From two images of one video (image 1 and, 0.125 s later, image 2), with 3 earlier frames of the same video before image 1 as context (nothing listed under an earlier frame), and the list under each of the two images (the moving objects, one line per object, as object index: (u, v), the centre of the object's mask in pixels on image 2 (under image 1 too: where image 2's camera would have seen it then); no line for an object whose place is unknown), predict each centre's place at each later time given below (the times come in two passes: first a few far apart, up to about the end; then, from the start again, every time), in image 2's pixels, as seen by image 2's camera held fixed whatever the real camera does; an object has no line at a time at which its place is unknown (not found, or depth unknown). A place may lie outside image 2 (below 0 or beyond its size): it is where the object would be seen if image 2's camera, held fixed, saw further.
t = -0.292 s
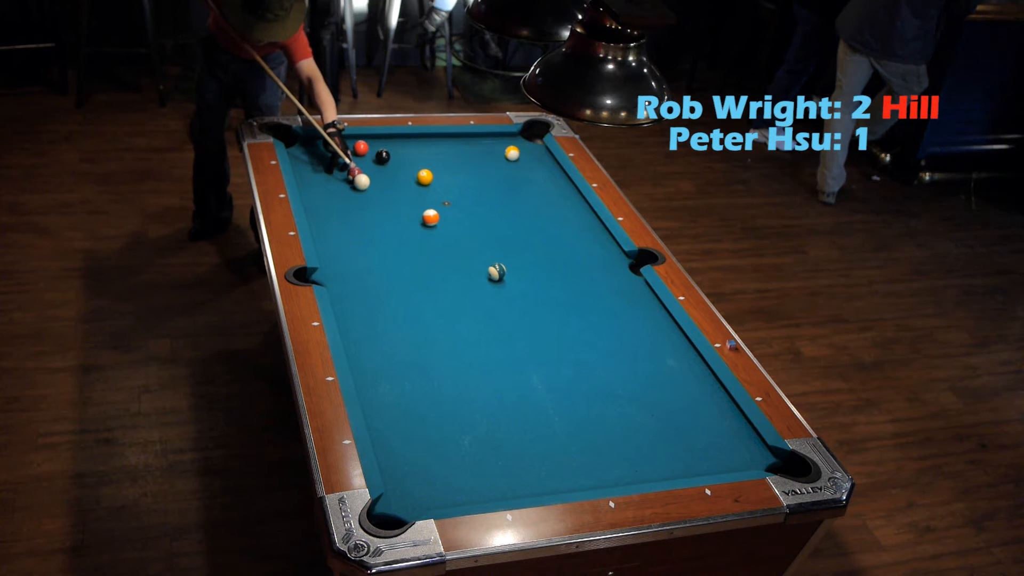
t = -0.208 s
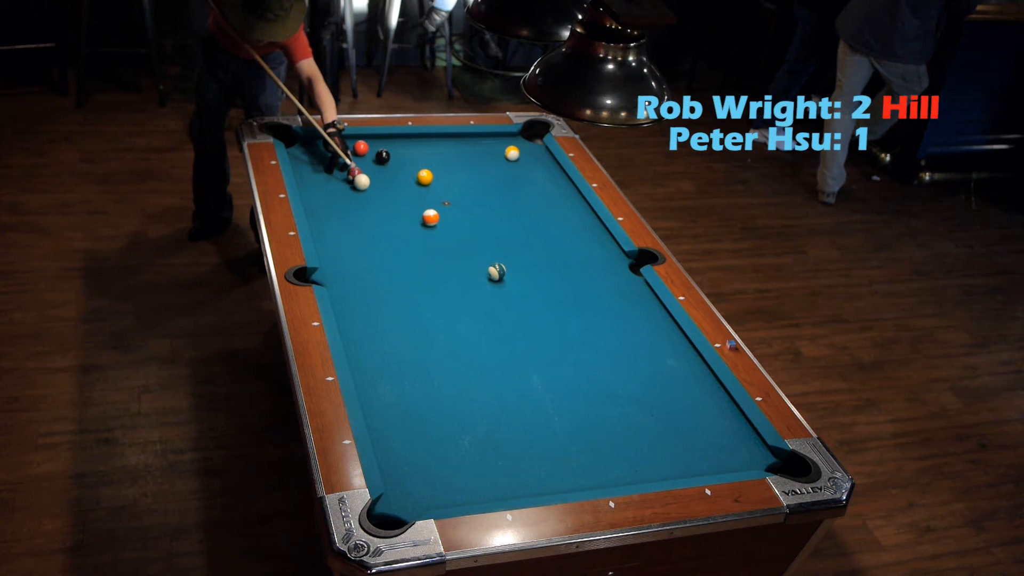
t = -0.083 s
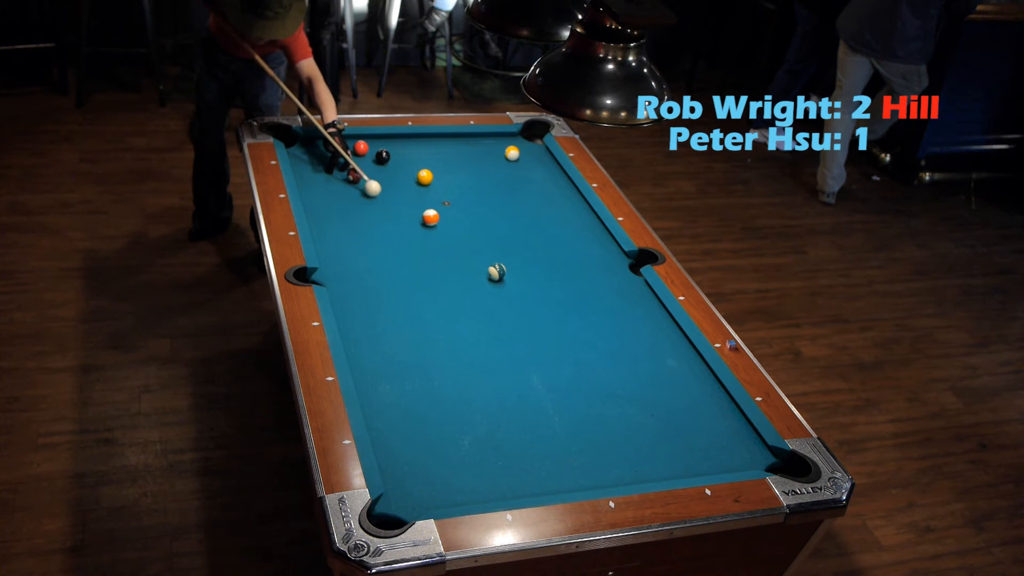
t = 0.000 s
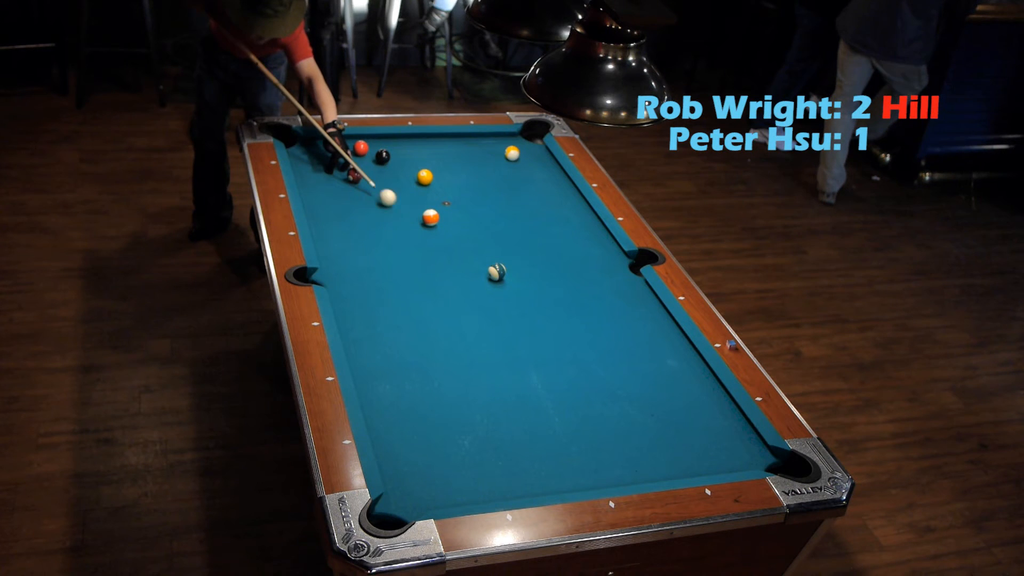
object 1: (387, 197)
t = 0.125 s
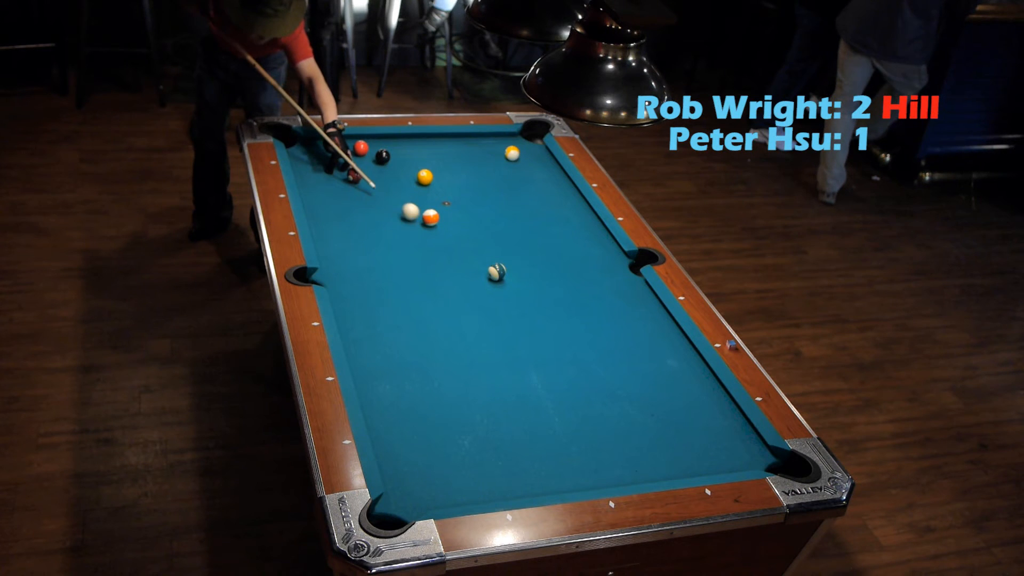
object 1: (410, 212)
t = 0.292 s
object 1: (415, 224)
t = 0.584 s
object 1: (420, 247)
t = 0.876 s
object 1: (426, 270)
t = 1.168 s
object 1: (432, 293)
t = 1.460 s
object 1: (439, 316)
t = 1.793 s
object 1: (447, 342)
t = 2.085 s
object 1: (453, 365)
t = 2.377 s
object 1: (460, 387)
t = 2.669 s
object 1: (466, 409)
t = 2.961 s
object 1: (474, 430)
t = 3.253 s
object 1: (481, 450)
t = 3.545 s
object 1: (489, 470)
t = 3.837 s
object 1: (496, 487)
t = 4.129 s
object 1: (499, 491)
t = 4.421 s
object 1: (496, 486)
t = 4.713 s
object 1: (493, 482)
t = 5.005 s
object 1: (492, 478)
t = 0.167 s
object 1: (414, 215)
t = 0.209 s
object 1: (414, 218)
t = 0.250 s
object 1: (414, 222)
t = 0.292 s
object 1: (415, 224)
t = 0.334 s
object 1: (415, 228)
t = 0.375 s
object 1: (416, 231)
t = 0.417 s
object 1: (417, 234)
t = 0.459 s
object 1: (418, 237)
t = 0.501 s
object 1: (418, 241)
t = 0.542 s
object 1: (419, 244)
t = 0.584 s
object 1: (420, 247)
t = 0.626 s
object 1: (421, 250)
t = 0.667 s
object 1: (421, 254)
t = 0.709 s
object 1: (422, 257)
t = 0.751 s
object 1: (424, 260)
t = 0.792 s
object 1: (424, 263)
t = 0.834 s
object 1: (425, 267)
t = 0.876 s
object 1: (426, 270)
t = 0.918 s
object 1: (427, 273)
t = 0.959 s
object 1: (428, 276)
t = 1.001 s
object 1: (429, 279)
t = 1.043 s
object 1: (430, 283)
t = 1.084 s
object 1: (431, 286)
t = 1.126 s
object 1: (431, 289)
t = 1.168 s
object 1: (432, 293)
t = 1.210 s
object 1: (433, 296)
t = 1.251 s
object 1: (434, 299)
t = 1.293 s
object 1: (435, 303)
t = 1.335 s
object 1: (436, 306)
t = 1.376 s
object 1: (437, 309)
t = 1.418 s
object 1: (438, 312)
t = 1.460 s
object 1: (439, 316)
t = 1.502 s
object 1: (440, 319)
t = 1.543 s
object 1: (441, 322)
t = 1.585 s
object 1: (442, 325)
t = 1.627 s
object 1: (443, 329)
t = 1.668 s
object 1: (444, 332)
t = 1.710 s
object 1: (445, 336)
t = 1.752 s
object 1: (446, 339)
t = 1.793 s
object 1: (447, 342)
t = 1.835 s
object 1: (448, 345)
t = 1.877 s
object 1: (449, 348)
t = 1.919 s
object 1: (450, 352)
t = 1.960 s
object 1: (451, 355)
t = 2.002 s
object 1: (452, 358)
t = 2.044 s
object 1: (453, 361)
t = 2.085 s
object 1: (453, 365)
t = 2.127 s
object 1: (454, 368)
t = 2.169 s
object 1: (455, 371)
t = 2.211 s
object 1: (456, 374)
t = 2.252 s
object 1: (457, 377)
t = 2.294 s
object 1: (458, 380)
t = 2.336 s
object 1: (459, 384)
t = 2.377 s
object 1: (460, 387)
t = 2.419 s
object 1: (461, 390)
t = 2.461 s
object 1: (462, 393)
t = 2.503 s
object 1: (463, 396)
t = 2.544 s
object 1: (463, 400)
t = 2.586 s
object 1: (465, 403)
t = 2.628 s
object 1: (465, 406)
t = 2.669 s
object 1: (466, 409)
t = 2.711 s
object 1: (467, 412)
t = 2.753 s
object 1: (468, 415)
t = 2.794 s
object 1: (469, 418)
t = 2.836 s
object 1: (471, 421)
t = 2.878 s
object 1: (471, 424)
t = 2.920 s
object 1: (473, 427)
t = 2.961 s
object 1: (474, 430)
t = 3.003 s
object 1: (475, 433)
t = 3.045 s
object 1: (476, 436)
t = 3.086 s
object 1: (477, 439)
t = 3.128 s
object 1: (478, 442)
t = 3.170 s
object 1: (479, 445)
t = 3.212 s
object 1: (480, 447)
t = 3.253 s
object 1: (481, 450)
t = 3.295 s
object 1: (482, 453)
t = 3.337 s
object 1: (483, 456)
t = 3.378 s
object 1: (484, 459)
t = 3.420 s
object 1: (485, 462)
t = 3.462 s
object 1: (486, 464)
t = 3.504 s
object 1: (487, 467)
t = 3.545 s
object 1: (489, 470)
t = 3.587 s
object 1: (489, 472)
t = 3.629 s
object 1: (490, 475)
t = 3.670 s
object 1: (492, 478)
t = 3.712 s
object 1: (493, 480)
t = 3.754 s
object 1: (494, 482)
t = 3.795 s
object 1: (495, 485)
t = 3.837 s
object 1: (496, 487)
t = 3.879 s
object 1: (497, 489)
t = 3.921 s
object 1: (498, 491)
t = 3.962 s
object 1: (499, 492)
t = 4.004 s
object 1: (499, 494)
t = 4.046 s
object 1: (499, 493)
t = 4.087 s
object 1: (499, 492)
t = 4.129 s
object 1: (499, 491)
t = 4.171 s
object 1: (498, 491)
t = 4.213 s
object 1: (498, 490)
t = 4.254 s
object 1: (497, 489)
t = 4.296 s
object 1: (497, 488)
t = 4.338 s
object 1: (496, 488)
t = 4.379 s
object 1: (496, 487)
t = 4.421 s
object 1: (496, 486)
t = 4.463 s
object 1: (495, 485)
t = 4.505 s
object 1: (495, 484)
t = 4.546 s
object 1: (495, 484)
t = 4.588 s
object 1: (494, 483)
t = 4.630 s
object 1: (494, 482)
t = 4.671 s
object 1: (494, 480)
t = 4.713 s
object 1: (493, 482)
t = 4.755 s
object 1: (493, 480)
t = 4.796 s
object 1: (493, 480)
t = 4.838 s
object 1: (493, 480)
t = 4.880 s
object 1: (493, 479)
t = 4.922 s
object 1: (492, 479)
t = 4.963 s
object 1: (492, 478)
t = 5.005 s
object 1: (492, 478)
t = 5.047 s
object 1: (492, 478)
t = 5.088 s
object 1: (492, 478)
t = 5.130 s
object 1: (491, 478)
